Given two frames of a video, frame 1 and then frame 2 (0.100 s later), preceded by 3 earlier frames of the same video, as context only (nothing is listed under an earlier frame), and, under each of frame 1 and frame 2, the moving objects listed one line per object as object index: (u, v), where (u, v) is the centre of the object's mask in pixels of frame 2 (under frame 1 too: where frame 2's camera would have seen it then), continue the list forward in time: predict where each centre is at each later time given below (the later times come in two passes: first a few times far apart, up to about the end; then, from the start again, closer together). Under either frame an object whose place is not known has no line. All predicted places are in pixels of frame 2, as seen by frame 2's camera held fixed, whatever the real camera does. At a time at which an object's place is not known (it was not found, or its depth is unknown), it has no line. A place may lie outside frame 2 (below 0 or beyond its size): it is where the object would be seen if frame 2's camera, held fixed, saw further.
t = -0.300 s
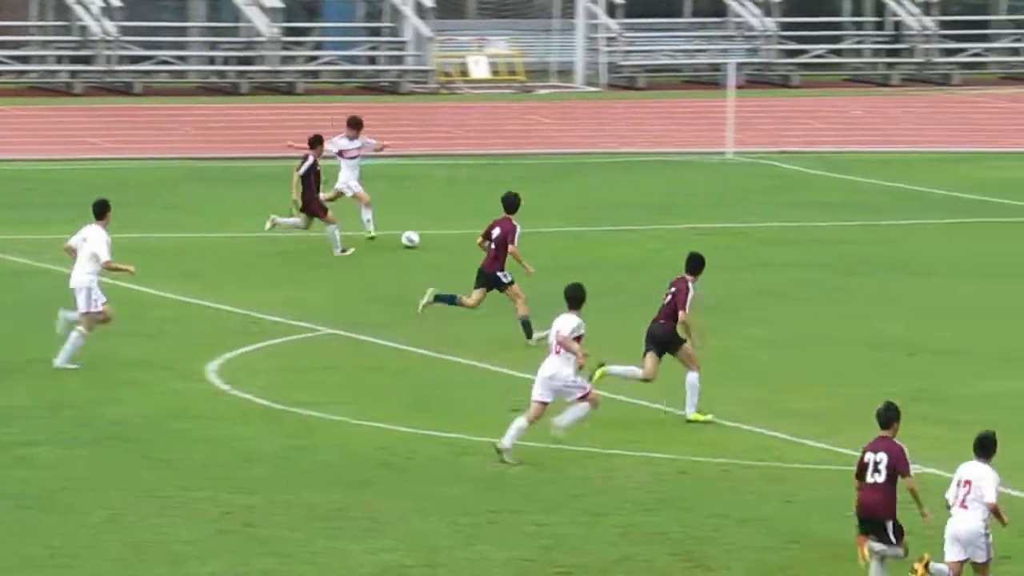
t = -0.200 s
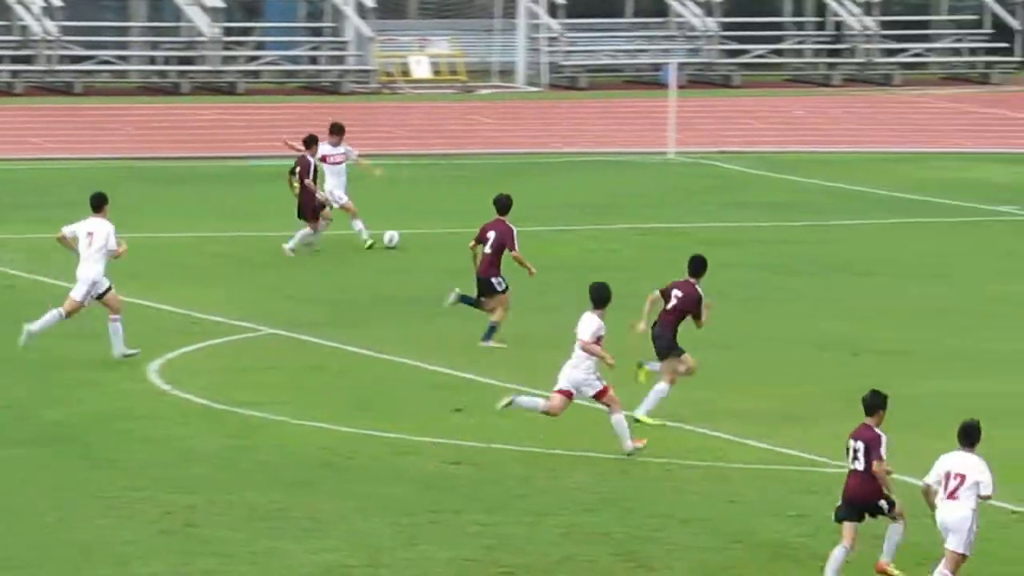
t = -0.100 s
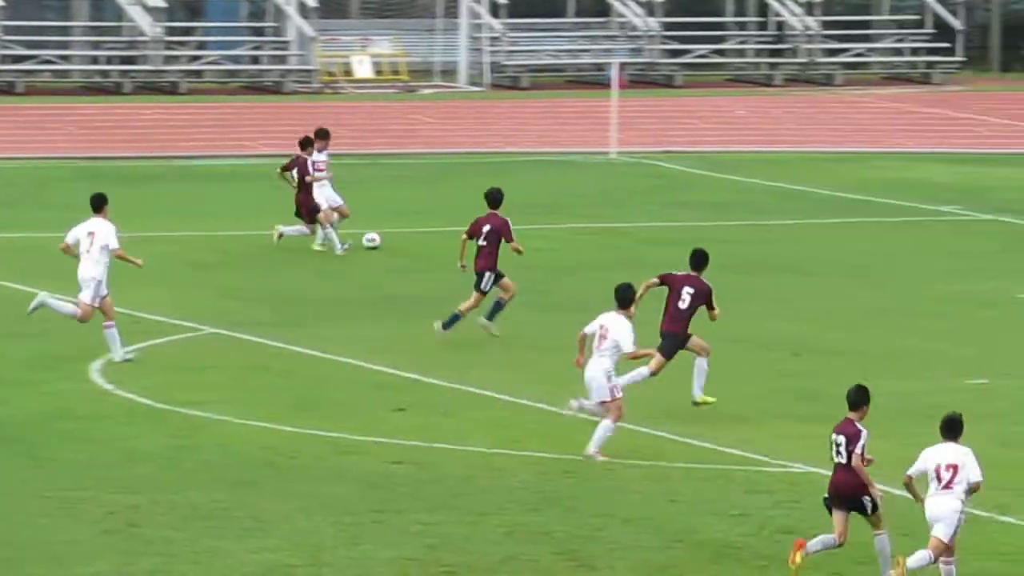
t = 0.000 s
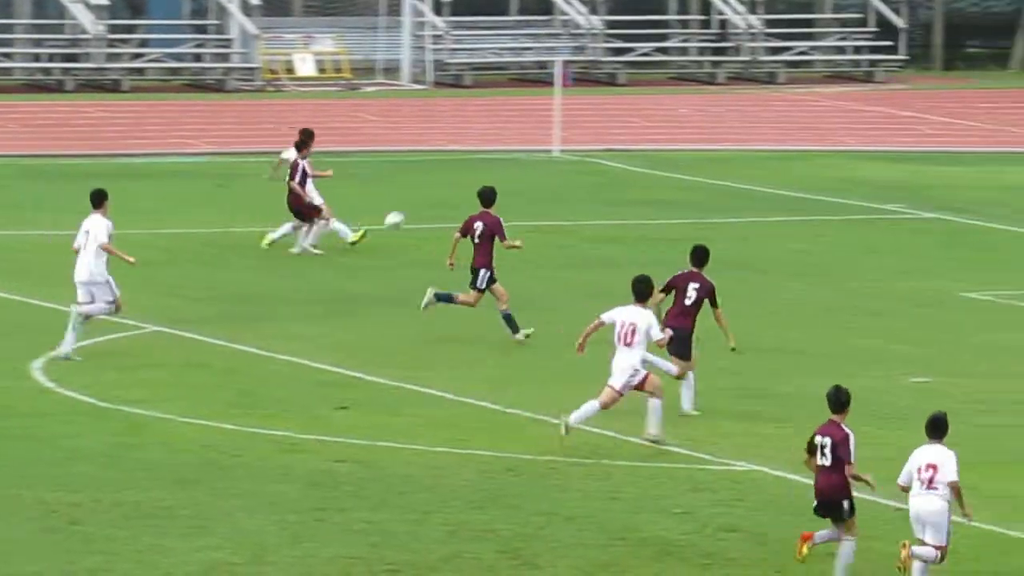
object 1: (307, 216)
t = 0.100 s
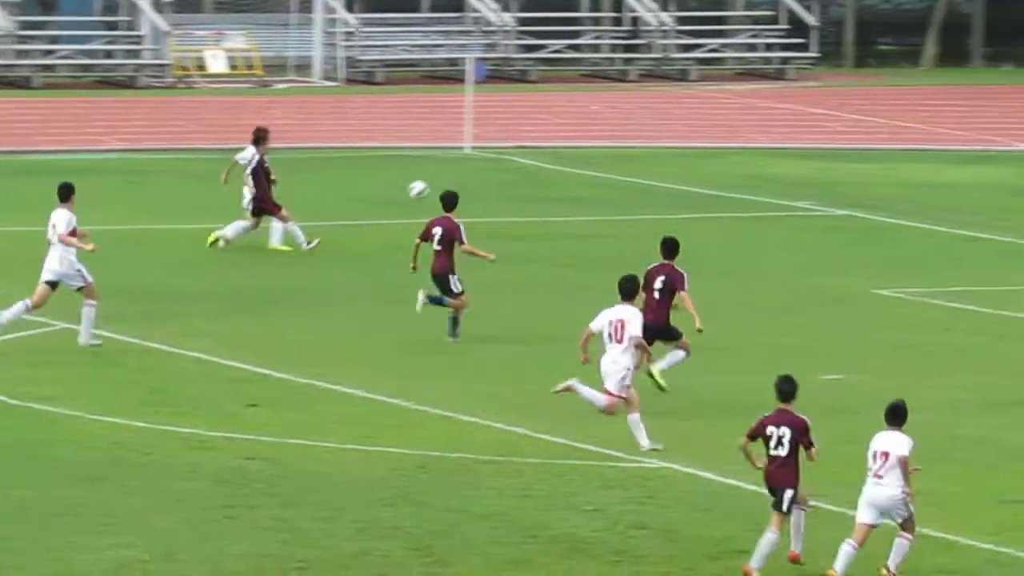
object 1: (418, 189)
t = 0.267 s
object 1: (592, 153)
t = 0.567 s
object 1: (893, 113)
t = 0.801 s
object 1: (1127, 114)
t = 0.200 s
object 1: (523, 167)
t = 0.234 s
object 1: (558, 159)
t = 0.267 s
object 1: (592, 153)
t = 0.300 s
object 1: (627, 146)
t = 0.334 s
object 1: (660, 140)
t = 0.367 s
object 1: (695, 135)
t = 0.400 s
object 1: (728, 130)
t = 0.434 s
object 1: (761, 126)
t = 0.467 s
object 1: (794, 120)
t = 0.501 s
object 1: (827, 118)
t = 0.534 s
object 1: (859, 116)
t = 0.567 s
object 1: (893, 113)
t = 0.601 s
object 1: (927, 111)
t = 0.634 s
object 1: (961, 111)
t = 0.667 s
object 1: (994, 110)
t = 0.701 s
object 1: (1027, 110)
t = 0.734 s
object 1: (1062, 110)
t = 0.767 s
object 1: (1094, 111)
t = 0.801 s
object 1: (1127, 114)
